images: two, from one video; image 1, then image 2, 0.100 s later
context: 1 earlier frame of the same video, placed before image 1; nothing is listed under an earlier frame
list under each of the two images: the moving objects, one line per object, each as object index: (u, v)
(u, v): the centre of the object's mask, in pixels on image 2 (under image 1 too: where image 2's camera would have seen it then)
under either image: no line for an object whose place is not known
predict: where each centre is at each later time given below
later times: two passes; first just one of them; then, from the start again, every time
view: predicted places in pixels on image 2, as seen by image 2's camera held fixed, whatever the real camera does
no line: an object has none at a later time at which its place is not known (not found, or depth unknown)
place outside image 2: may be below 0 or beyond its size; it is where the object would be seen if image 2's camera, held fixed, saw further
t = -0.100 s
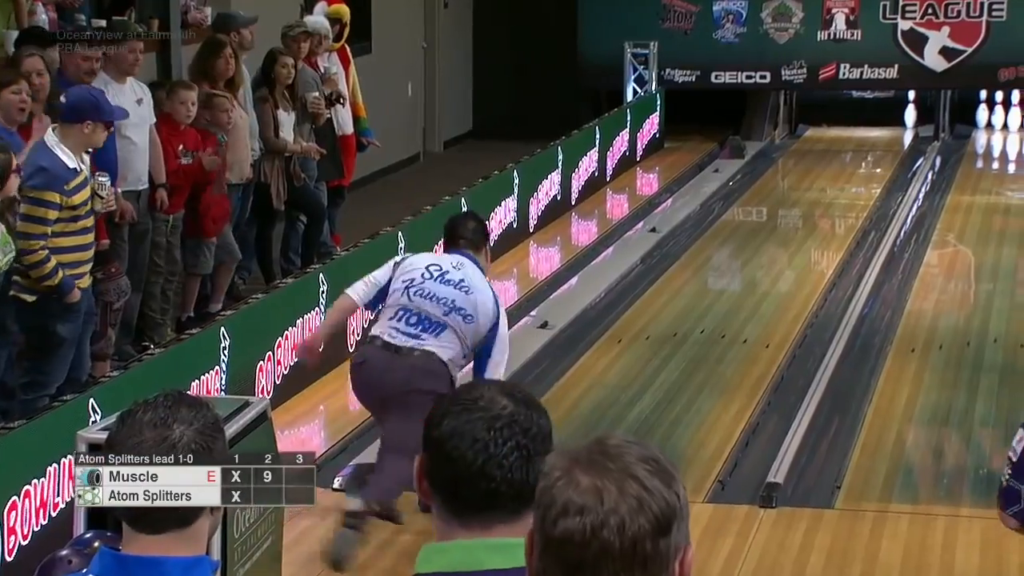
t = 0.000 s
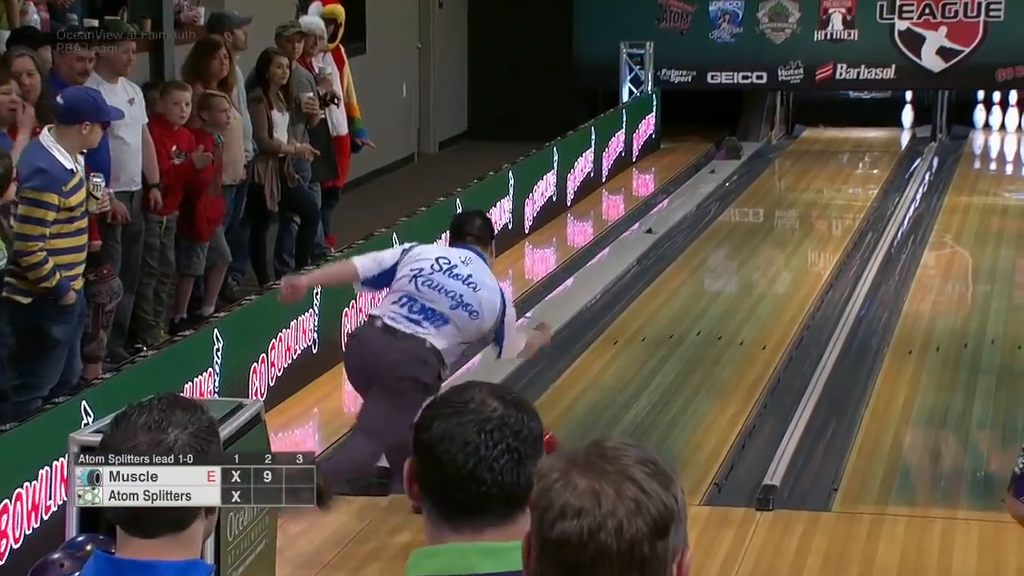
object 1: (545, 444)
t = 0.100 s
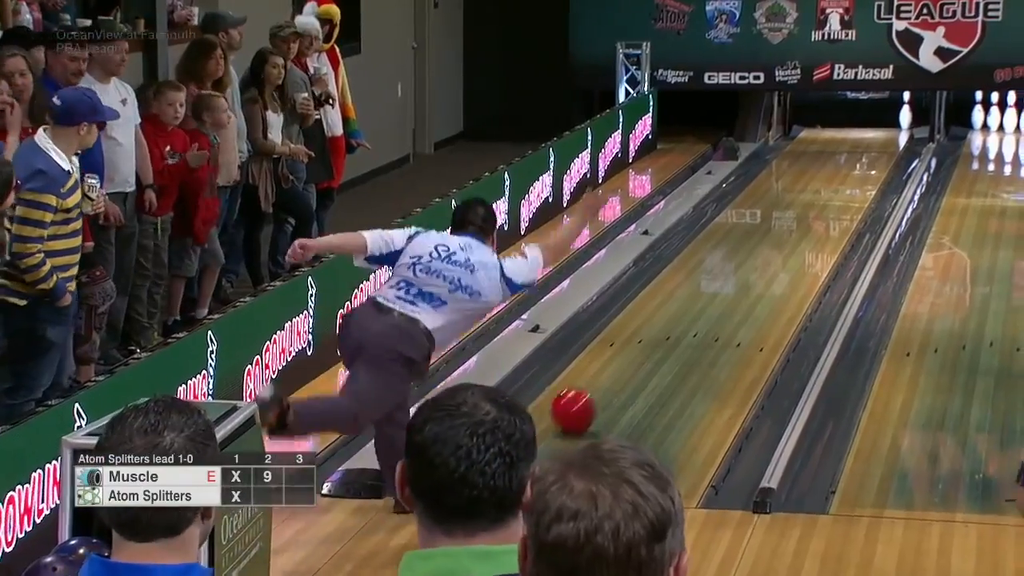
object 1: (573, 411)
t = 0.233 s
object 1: (621, 366)
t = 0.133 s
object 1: (586, 398)
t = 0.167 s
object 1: (598, 387)
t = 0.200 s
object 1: (610, 376)
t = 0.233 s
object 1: (621, 366)
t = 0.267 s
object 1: (631, 356)
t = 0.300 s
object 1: (642, 346)
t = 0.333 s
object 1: (652, 336)
